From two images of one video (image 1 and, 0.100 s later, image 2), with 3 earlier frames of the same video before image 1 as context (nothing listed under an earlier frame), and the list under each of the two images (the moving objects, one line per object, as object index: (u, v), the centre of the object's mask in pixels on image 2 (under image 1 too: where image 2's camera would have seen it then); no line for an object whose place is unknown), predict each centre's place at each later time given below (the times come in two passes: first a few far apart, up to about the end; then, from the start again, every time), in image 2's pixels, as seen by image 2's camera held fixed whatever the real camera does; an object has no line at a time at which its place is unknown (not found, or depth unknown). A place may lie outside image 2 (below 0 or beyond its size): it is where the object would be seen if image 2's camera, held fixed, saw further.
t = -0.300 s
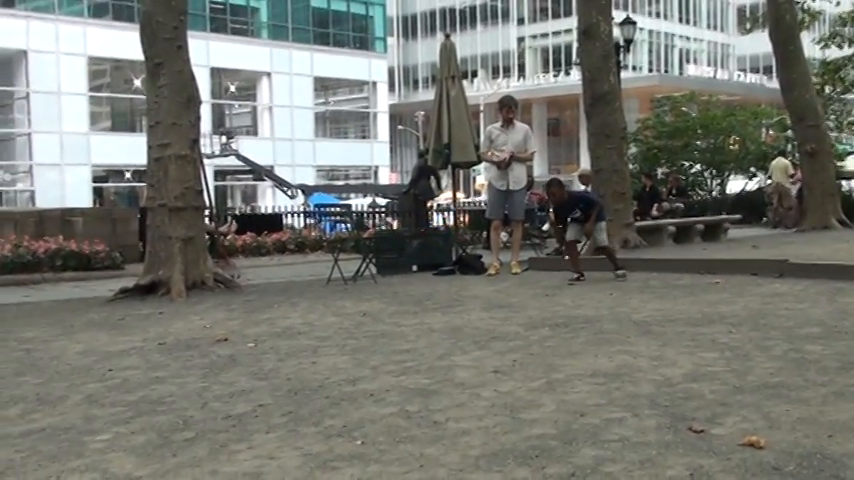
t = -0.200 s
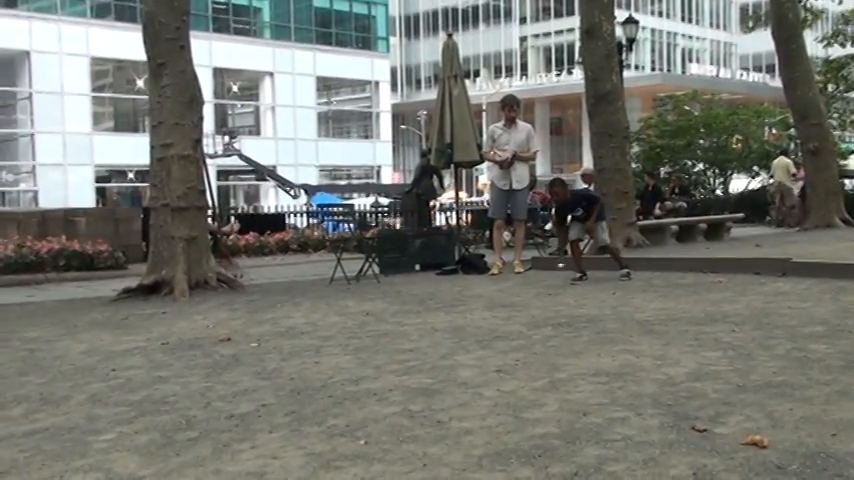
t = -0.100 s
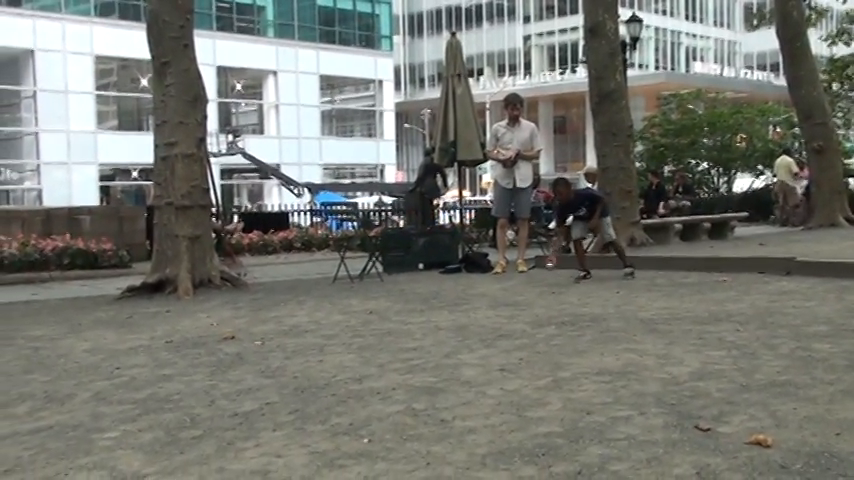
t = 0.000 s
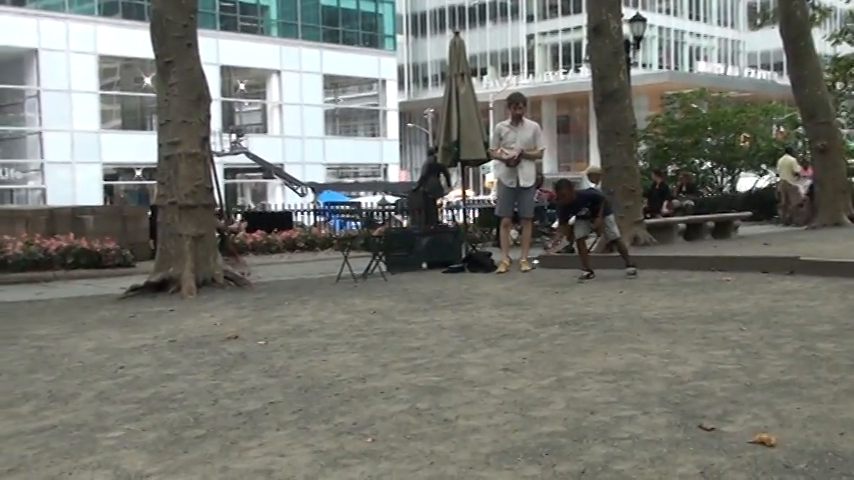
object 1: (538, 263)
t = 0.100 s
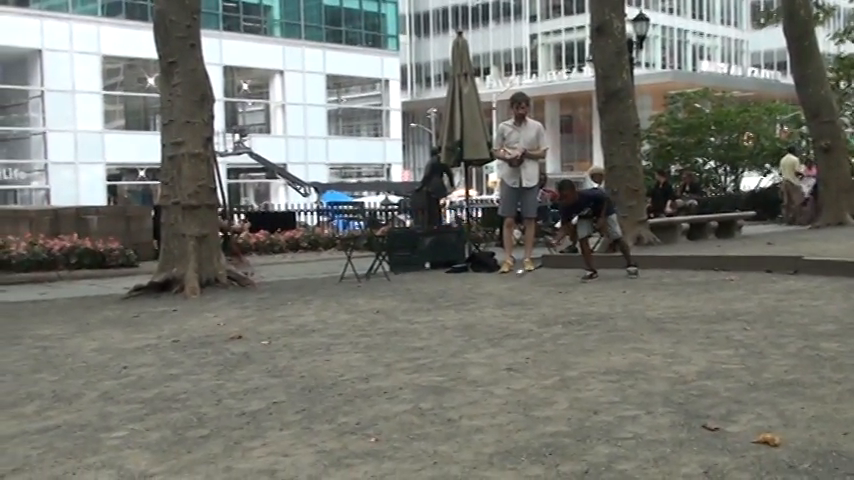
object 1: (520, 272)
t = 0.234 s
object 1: (495, 291)
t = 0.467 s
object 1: (456, 295)
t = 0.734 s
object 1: (418, 305)
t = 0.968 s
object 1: (383, 312)
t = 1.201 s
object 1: (353, 319)
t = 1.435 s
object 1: (330, 324)
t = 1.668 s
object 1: (310, 328)
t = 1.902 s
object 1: (295, 331)
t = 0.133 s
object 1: (514, 279)
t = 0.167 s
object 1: (507, 286)
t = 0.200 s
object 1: (501, 290)
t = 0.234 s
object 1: (495, 291)
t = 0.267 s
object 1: (489, 291)
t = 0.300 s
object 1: (483, 291)
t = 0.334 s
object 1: (477, 292)
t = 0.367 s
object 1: (472, 293)
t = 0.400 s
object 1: (467, 294)
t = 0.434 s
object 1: (461, 294)
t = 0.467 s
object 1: (456, 295)
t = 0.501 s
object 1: (451, 296)
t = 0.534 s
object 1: (447, 297)
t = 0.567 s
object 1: (442, 298)
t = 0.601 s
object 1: (437, 300)
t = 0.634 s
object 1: (432, 301)
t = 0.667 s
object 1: (428, 302)
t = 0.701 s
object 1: (423, 303)
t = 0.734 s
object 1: (418, 305)
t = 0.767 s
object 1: (413, 306)
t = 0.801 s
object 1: (408, 307)
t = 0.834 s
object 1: (402, 309)
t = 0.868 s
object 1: (397, 310)
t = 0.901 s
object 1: (392, 311)
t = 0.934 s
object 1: (388, 311)
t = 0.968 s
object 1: (383, 312)
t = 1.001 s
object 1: (379, 314)
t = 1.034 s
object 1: (374, 315)
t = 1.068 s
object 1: (370, 315)
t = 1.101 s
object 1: (365, 317)
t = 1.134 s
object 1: (361, 317)
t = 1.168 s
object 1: (357, 318)
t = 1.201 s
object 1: (353, 319)
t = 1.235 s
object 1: (349, 320)
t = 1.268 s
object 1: (346, 318)
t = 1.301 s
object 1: (342, 318)
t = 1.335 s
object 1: (339, 321)
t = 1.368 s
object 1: (336, 324)
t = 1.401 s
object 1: (333, 324)
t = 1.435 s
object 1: (330, 324)
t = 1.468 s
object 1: (327, 325)
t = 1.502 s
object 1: (324, 326)
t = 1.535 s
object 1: (321, 327)
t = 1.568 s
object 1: (318, 327)
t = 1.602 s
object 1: (315, 327)
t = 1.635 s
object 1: (312, 328)
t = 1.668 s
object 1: (310, 328)
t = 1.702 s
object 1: (308, 329)
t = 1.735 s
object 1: (305, 329)
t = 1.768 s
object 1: (302, 330)
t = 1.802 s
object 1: (300, 330)
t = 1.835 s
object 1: (298, 330)
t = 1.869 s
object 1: (296, 330)
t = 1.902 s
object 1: (295, 331)
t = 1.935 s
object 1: (293, 331)
